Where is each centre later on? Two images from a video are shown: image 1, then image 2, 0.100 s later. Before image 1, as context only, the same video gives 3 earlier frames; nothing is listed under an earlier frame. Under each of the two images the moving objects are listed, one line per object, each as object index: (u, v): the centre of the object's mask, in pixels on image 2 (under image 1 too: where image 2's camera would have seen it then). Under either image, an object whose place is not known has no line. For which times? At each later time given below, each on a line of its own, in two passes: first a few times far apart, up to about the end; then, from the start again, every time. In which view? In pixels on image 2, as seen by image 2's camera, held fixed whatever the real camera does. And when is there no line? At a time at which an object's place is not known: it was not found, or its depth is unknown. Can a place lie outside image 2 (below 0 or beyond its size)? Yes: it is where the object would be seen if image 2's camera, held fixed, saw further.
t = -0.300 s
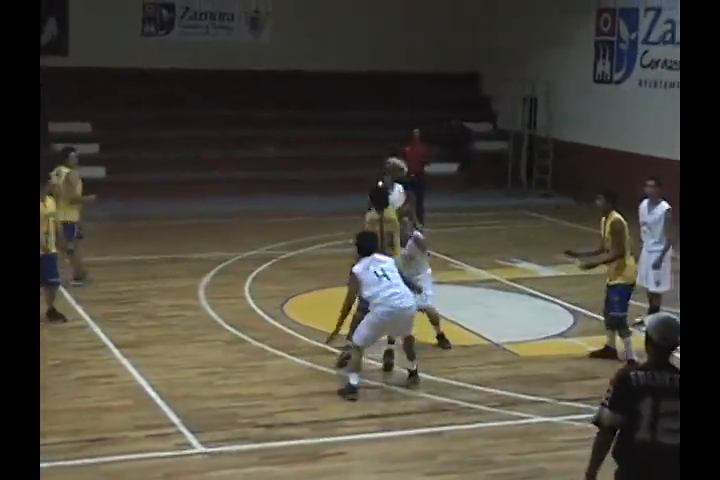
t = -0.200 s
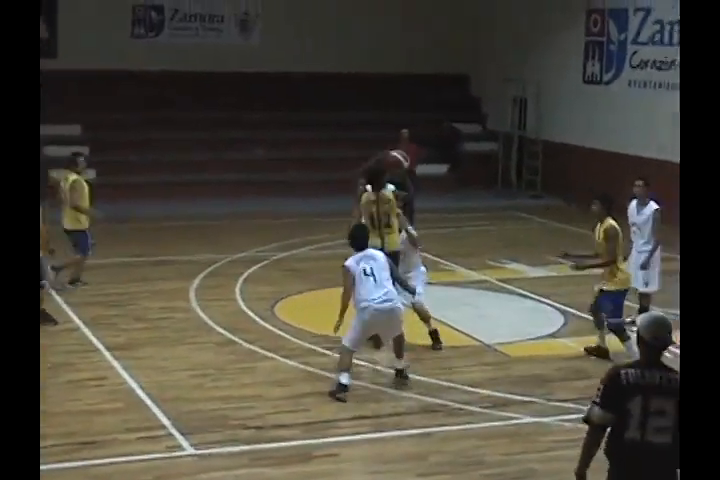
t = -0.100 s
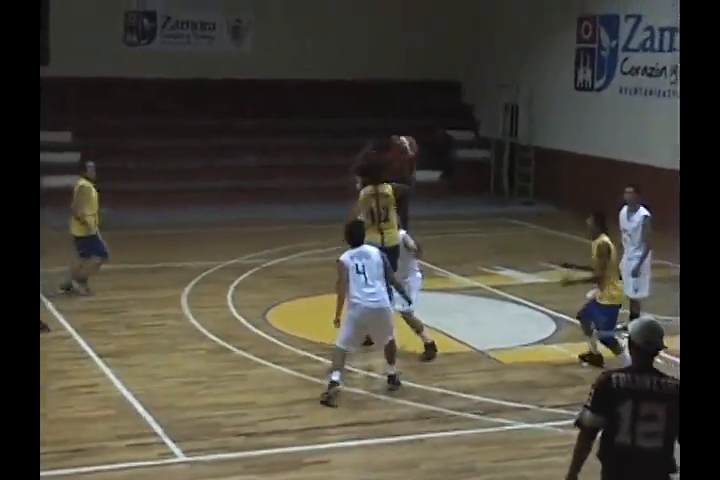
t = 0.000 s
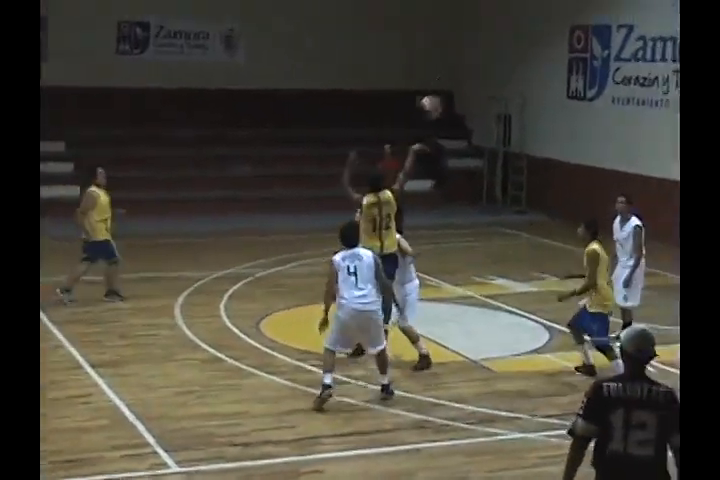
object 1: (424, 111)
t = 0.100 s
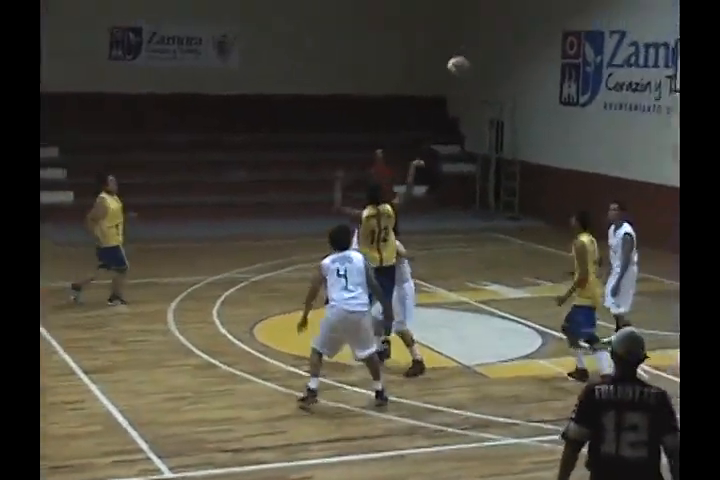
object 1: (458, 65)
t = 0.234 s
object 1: (499, 24)
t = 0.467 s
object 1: (567, -7)
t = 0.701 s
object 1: (617, 9)
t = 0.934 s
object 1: (665, 65)
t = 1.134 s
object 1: (685, 91)
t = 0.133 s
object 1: (469, 54)
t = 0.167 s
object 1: (480, 42)
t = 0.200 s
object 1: (489, 30)
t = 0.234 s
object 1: (499, 24)
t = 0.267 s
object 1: (510, 16)
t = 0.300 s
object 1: (519, 9)
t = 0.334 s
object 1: (529, 4)
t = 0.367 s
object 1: (539, 0)
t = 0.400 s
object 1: (549, -3)
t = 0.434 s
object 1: (557, -7)
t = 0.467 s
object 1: (567, -7)
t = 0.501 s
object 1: (575, -7)
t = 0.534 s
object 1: (584, -5)
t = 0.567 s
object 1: (591, -5)
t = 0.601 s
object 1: (599, -4)
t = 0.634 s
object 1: (606, -3)
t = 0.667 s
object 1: (611, 2)
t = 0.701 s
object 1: (617, 9)
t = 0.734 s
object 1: (623, 15)
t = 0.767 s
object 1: (630, 21)
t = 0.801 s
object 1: (639, 28)
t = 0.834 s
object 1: (646, 37)
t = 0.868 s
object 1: (653, 47)
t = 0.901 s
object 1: (659, 53)
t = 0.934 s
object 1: (665, 65)
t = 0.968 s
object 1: (677, 81)
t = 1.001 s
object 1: (678, 84)
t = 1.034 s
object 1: (681, 87)
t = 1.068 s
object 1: (686, 88)
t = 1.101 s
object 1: (686, 91)
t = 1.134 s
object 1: (685, 91)
